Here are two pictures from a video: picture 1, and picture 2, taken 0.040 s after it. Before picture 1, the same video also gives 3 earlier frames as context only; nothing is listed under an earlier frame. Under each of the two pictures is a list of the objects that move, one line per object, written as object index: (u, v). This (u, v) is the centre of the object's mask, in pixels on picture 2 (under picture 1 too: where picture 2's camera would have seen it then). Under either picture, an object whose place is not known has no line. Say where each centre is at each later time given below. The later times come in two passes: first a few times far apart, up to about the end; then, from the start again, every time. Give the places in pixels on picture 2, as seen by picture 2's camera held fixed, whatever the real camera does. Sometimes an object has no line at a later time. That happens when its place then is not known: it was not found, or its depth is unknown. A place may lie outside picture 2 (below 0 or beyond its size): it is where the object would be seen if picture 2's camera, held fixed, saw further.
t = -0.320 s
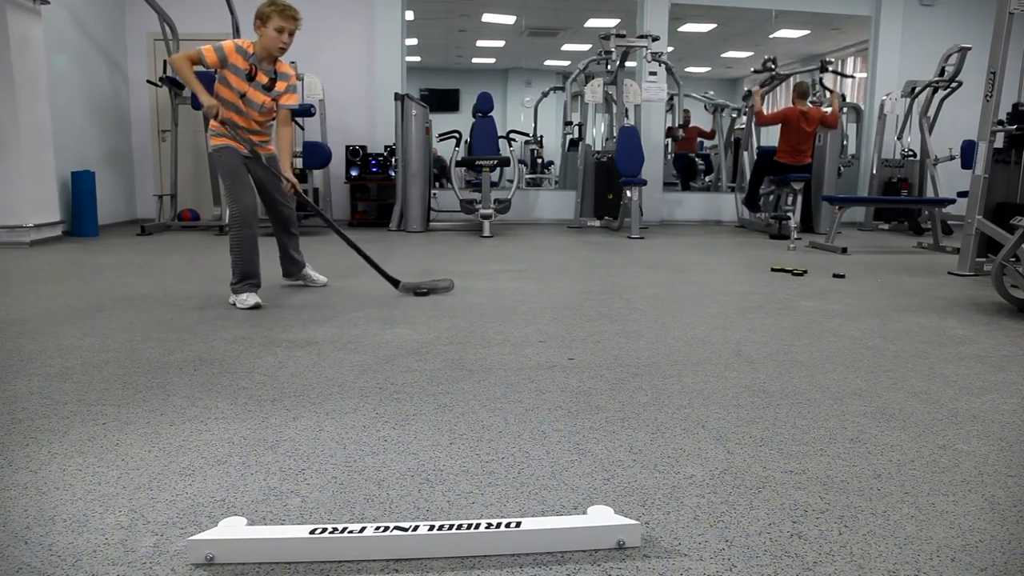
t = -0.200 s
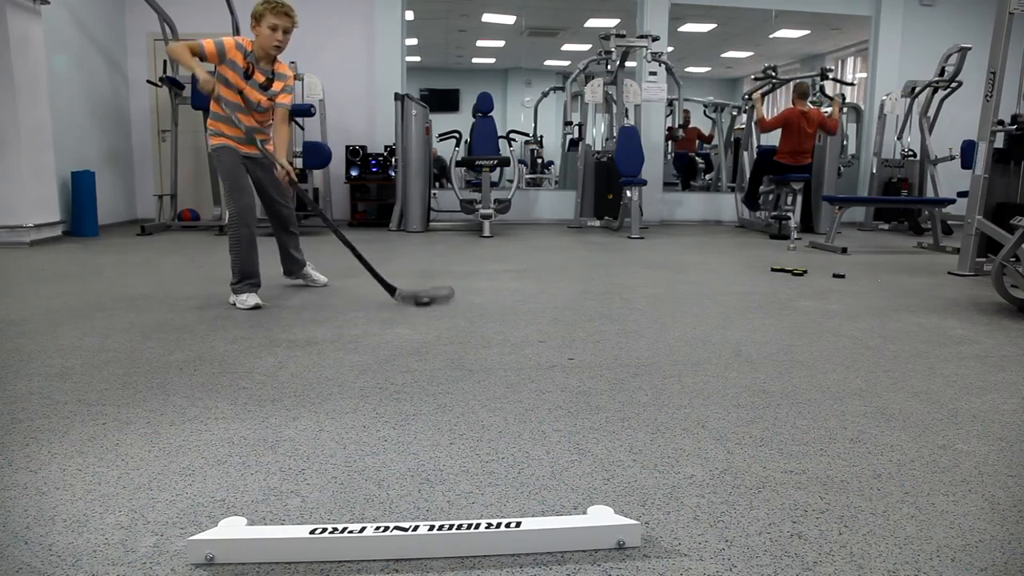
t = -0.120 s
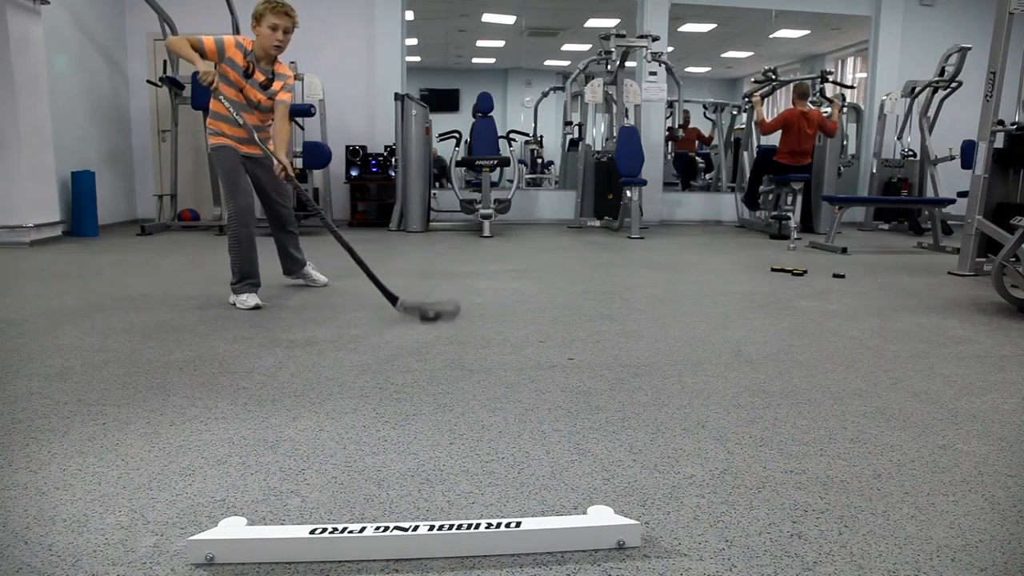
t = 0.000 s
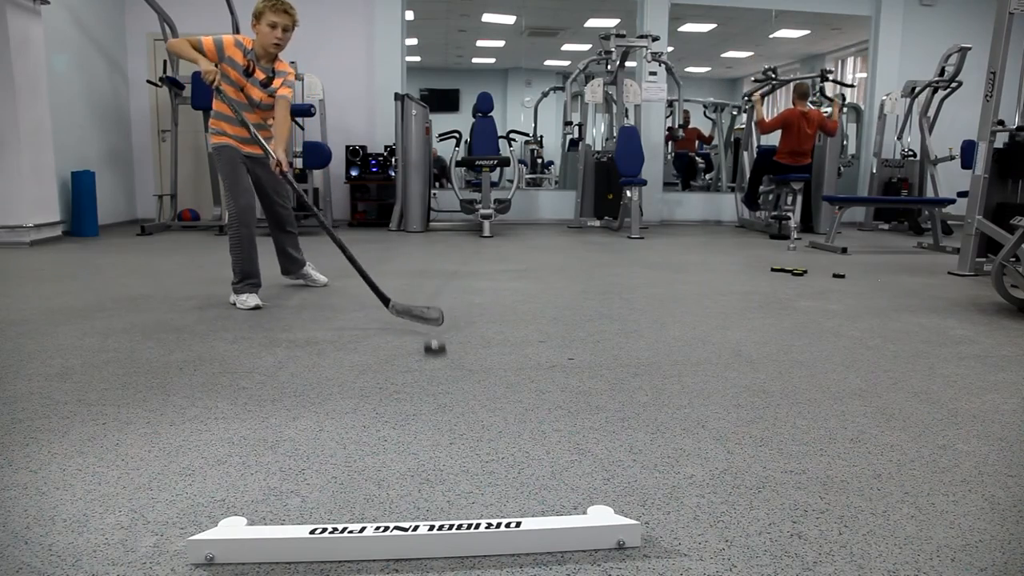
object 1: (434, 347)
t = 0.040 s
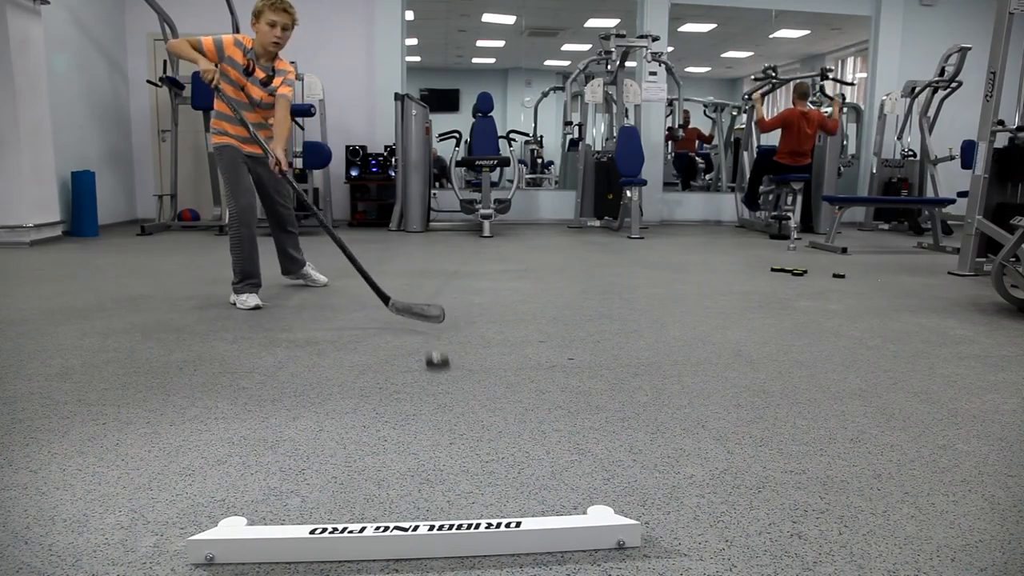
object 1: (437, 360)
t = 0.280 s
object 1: (466, 503)
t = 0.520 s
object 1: (452, 394)
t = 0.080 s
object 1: (440, 376)
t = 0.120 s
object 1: (443, 394)
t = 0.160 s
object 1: (448, 414)
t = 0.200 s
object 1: (452, 437)
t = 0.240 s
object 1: (459, 469)
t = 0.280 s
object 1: (466, 503)
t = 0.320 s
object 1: (466, 499)
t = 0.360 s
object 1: (462, 470)
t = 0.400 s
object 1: (459, 447)
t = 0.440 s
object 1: (456, 426)
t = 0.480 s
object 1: (454, 408)
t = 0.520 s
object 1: (452, 394)
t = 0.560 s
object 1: (450, 382)
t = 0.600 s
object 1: (449, 371)
